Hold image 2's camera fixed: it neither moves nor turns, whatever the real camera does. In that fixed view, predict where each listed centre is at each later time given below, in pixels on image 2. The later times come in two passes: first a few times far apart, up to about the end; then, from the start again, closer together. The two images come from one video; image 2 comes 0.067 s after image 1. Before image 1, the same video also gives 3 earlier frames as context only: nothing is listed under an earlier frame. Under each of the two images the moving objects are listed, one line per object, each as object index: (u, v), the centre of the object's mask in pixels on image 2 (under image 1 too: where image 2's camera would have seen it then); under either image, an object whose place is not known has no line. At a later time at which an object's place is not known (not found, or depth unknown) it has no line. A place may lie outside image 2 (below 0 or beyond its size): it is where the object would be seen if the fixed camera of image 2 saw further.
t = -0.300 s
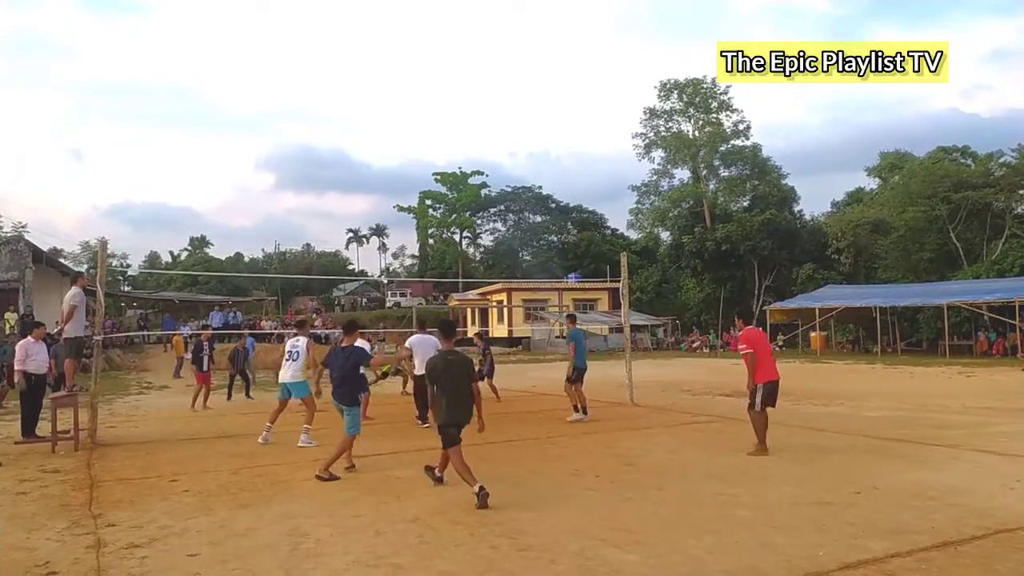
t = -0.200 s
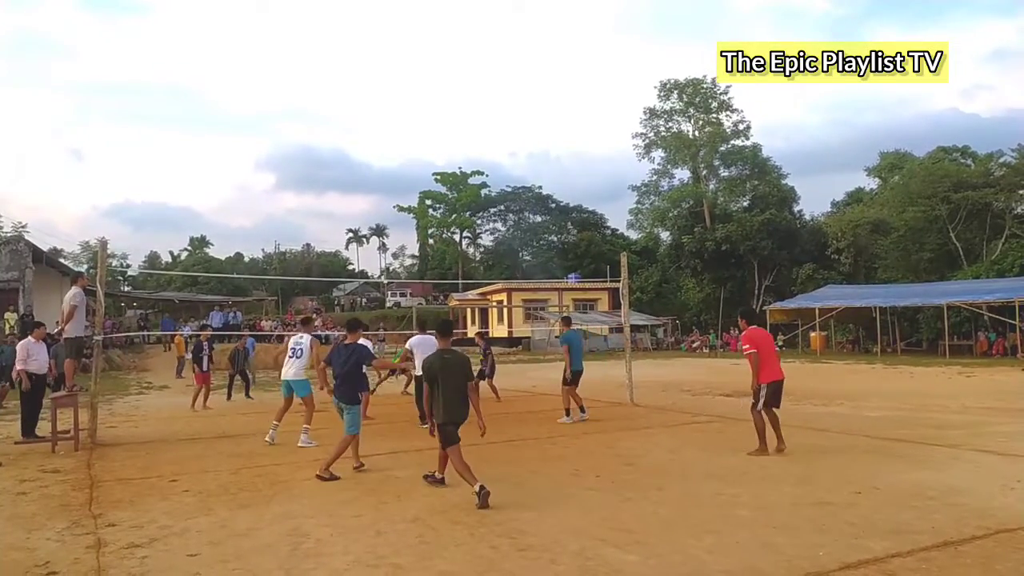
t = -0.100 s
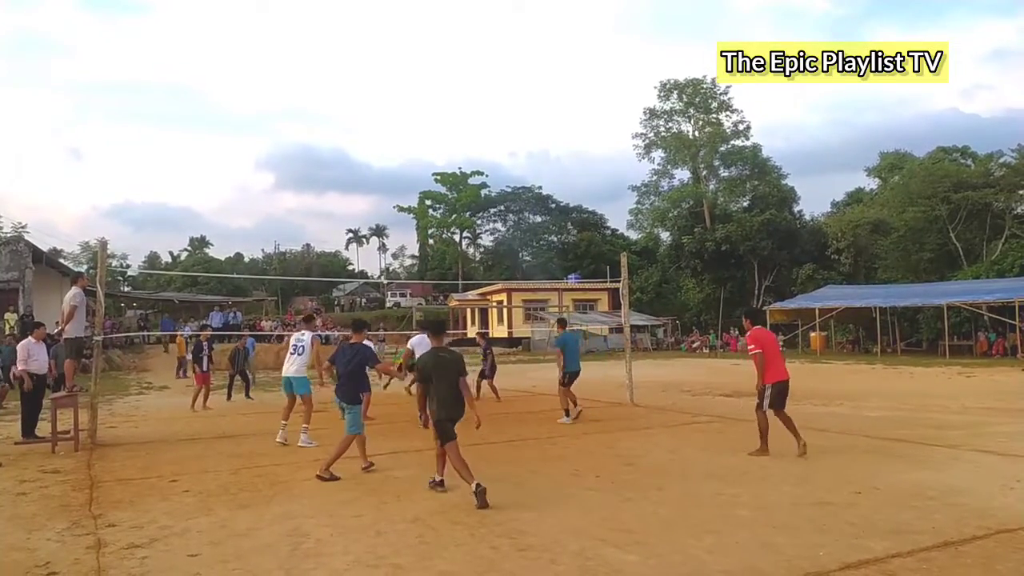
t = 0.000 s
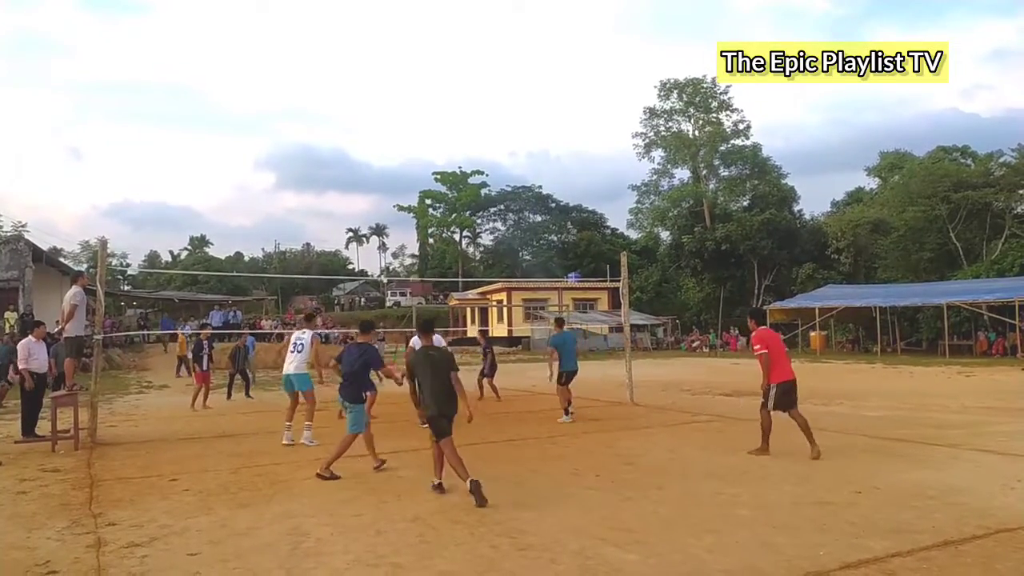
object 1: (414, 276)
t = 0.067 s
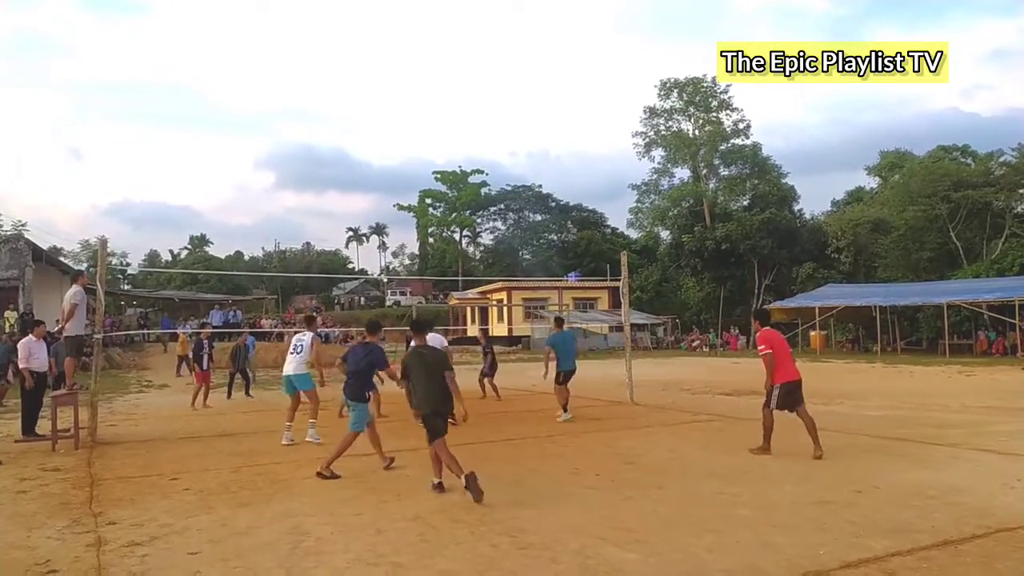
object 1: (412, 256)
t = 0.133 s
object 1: (408, 236)
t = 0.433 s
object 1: (390, 165)
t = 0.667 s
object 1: (376, 136)
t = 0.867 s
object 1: (361, 132)
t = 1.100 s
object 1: (344, 152)
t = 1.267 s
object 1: (331, 186)
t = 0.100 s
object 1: (409, 246)
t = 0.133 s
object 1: (408, 236)
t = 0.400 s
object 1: (393, 171)
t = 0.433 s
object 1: (390, 165)
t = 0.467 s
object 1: (389, 160)
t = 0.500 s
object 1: (387, 155)
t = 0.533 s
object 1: (384, 150)
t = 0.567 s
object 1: (382, 145)
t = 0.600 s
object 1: (380, 142)
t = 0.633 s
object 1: (378, 139)
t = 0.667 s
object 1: (376, 136)
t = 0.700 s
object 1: (373, 134)
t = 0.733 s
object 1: (371, 132)
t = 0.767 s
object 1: (368, 131)
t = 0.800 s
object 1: (366, 131)
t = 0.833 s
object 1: (364, 131)
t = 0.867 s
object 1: (361, 132)
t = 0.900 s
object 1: (359, 133)
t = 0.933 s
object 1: (356, 134)
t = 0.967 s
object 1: (354, 137)
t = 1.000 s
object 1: (351, 140)
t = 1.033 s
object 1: (349, 143)
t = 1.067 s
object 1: (347, 147)
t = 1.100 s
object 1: (344, 152)
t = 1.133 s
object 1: (341, 158)
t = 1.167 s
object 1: (339, 164)
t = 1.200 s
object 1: (336, 171)
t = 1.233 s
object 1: (334, 178)
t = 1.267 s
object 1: (331, 186)
